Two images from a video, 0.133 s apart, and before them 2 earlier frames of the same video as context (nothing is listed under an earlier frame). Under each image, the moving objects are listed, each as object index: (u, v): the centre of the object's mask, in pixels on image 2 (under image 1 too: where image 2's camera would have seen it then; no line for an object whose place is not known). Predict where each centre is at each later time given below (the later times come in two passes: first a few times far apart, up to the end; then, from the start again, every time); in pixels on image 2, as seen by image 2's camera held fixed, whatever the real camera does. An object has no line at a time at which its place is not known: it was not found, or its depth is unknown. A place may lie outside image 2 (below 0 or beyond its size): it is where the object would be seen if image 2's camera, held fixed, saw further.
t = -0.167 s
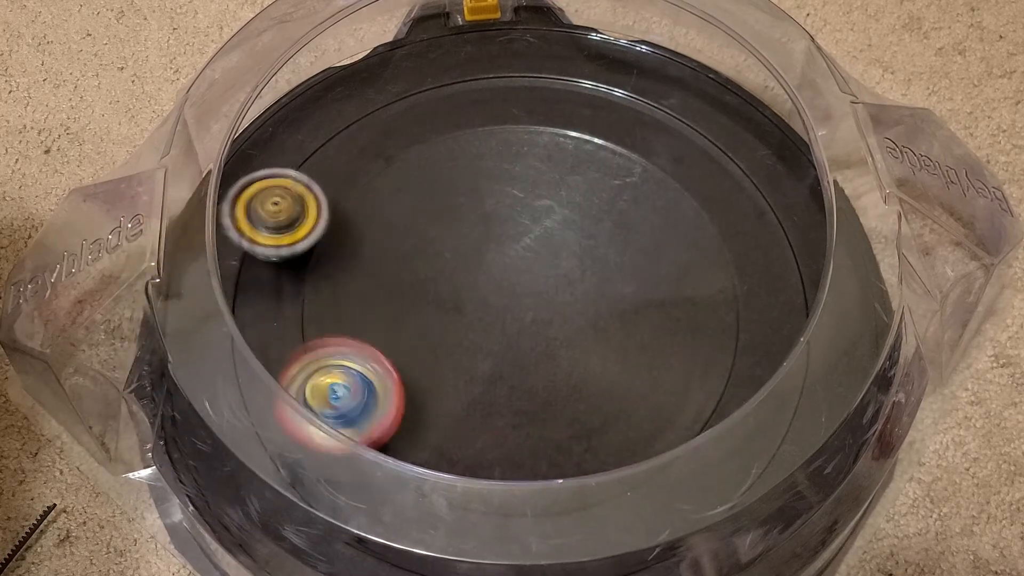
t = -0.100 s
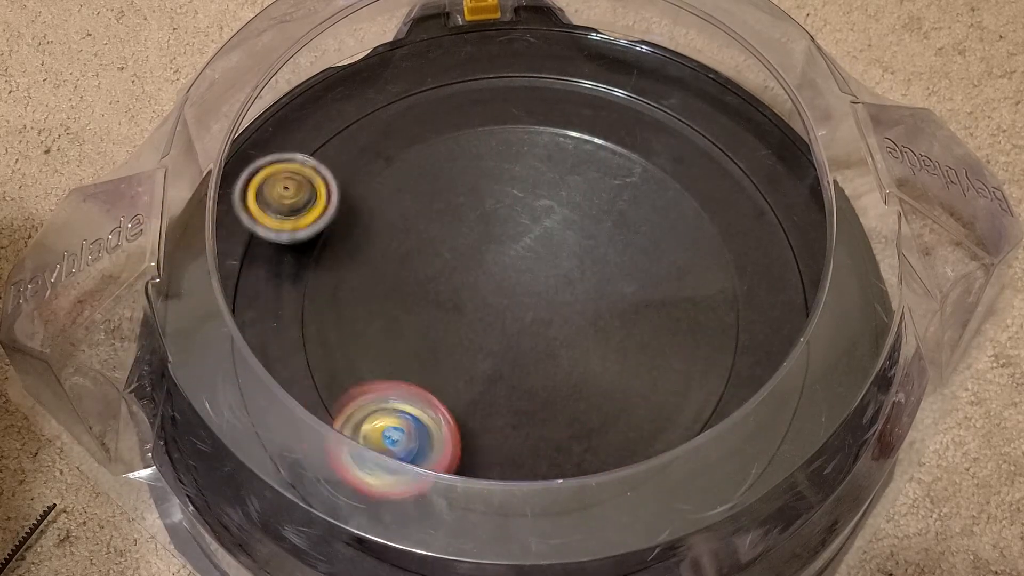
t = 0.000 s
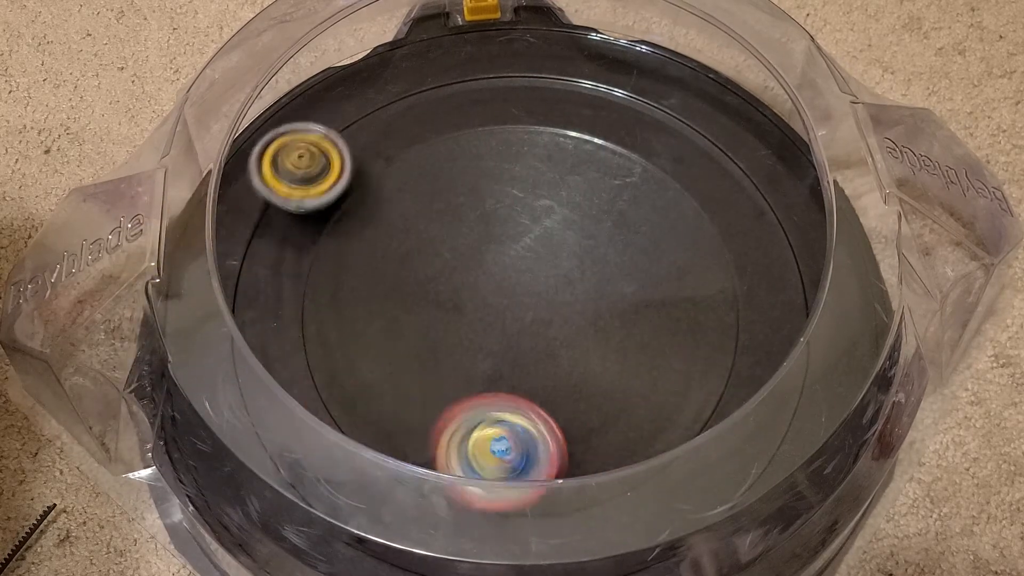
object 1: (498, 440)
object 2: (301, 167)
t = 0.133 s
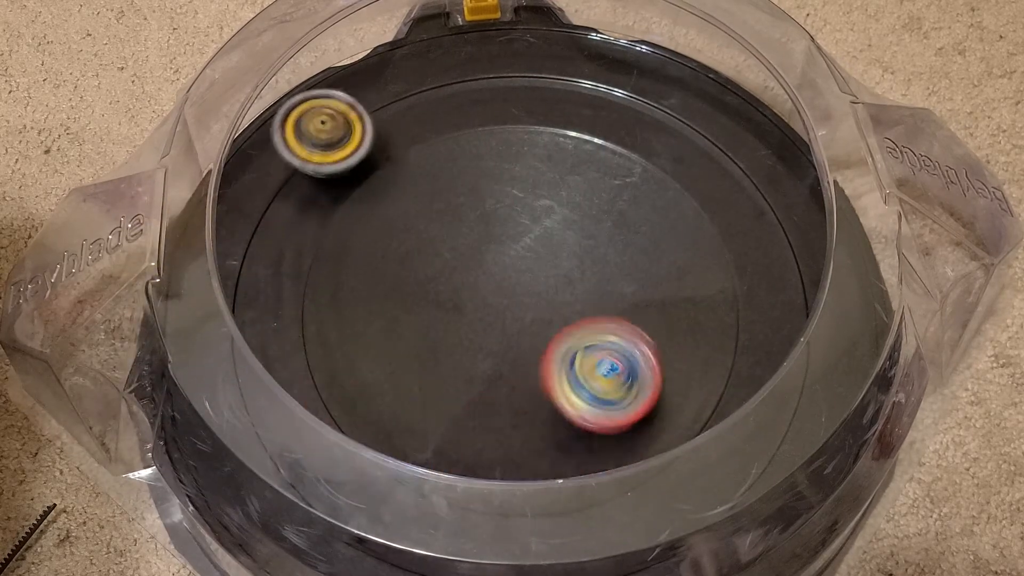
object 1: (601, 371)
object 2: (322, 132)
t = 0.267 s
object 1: (611, 257)
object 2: (357, 112)
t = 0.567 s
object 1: (454, 198)
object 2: (404, 49)
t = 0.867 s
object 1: (567, 376)
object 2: (447, 77)
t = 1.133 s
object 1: (667, 258)
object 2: (500, 156)
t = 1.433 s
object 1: (523, 324)
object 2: (356, 308)
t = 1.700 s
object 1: (594, 503)
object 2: (337, 319)
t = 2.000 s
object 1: (722, 517)
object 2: (398, 208)
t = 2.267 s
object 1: (716, 422)
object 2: (532, 252)
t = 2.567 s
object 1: (619, 328)
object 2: (501, 208)
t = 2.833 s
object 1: (532, 358)
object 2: (436, 168)
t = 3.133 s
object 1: (494, 380)
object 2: (548, 226)
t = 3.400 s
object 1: (494, 386)
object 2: (603, 214)
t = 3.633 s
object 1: (486, 351)
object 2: (577, 279)
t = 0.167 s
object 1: (613, 343)
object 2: (331, 130)
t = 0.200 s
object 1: (619, 315)
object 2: (339, 125)
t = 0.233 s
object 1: (618, 286)
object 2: (348, 119)
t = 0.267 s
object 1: (611, 257)
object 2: (357, 112)
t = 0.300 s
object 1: (599, 228)
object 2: (366, 106)
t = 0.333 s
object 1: (583, 205)
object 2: (375, 99)
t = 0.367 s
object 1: (564, 184)
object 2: (384, 93)
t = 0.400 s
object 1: (543, 167)
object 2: (393, 89)
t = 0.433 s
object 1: (520, 156)
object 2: (400, 87)
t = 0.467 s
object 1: (495, 146)
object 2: (408, 84)
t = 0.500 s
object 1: (476, 157)
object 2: (410, 69)
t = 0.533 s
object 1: (464, 172)
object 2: (406, 58)
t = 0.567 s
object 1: (454, 198)
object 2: (404, 49)
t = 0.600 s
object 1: (447, 223)
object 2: (403, 43)
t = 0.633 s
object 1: (443, 244)
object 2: (408, 50)
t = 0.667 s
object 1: (447, 275)
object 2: (414, 55)
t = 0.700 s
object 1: (456, 304)
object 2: (421, 57)
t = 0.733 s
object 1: (470, 328)
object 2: (429, 57)
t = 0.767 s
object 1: (490, 349)
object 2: (437, 57)
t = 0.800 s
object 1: (514, 364)
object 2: (443, 59)
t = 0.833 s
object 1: (540, 373)
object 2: (445, 67)
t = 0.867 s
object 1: (567, 376)
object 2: (447, 77)
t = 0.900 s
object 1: (594, 374)
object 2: (451, 85)
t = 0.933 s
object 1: (619, 366)
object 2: (457, 91)
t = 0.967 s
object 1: (641, 352)
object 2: (467, 96)
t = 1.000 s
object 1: (660, 339)
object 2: (477, 101)
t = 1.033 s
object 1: (672, 321)
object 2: (486, 108)
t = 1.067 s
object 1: (679, 301)
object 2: (493, 120)
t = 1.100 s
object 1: (677, 278)
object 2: (497, 137)
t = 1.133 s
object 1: (667, 258)
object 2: (500, 156)
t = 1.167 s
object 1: (649, 241)
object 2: (500, 178)
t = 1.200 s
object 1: (626, 230)
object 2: (499, 204)
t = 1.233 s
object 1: (601, 224)
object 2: (495, 226)
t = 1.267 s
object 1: (597, 236)
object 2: (461, 236)
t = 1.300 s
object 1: (589, 251)
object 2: (427, 246)
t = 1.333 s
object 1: (574, 270)
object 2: (398, 260)
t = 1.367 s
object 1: (556, 288)
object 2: (376, 276)
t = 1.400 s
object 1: (539, 307)
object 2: (361, 292)
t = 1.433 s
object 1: (523, 324)
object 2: (356, 308)
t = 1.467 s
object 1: (510, 340)
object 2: (356, 325)
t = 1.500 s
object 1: (502, 355)
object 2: (359, 341)
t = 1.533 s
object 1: (497, 369)
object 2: (366, 357)
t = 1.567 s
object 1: (494, 382)
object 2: (376, 372)
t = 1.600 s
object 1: (496, 394)
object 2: (389, 386)
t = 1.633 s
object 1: (518, 424)
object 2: (377, 370)
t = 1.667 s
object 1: (554, 456)
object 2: (352, 346)
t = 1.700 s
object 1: (594, 503)
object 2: (337, 319)
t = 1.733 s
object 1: (630, 532)
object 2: (327, 295)
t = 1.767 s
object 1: (650, 537)
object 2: (324, 273)
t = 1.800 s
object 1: (672, 541)
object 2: (326, 254)
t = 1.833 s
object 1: (687, 538)
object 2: (333, 237)
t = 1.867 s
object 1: (694, 535)
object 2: (342, 225)
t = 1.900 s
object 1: (710, 534)
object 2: (353, 217)
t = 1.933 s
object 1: (712, 529)
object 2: (365, 211)
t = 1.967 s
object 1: (720, 523)
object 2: (381, 208)
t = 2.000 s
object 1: (722, 517)
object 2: (398, 208)
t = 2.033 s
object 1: (727, 507)
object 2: (416, 209)
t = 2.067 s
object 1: (727, 498)
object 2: (435, 213)
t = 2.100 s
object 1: (727, 483)
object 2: (453, 218)
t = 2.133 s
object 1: (727, 468)
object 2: (471, 225)
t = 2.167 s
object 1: (722, 455)
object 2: (489, 233)
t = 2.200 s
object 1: (720, 444)
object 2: (506, 240)
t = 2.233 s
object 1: (718, 433)
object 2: (520, 248)
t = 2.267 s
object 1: (716, 422)
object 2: (532, 252)
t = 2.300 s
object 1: (715, 412)
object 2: (541, 254)
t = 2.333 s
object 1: (710, 402)
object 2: (547, 253)
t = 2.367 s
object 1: (699, 381)
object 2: (551, 252)
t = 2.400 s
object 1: (692, 369)
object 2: (553, 251)
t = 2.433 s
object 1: (680, 352)
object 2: (553, 251)
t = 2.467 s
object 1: (662, 332)
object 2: (553, 252)
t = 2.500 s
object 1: (637, 313)
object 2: (551, 254)
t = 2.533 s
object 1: (627, 316)
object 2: (530, 234)
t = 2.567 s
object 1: (619, 328)
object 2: (501, 208)
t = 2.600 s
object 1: (606, 340)
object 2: (476, 184)
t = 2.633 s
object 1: (593, 349)
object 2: (456, 167)
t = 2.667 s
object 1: (578, 358)
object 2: (443, 156)
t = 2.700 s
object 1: (564, 363)
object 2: (435, 150)
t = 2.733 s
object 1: (553, 365)
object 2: (431, 150)
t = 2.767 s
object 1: (543, 365)
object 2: (430, 153)
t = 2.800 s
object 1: (536, 363)
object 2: (432, 159)
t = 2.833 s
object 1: (532, 358)
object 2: (436, 168)
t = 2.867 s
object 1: (530, 354)
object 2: (442, 179)
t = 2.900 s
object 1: (528, 350)
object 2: (449, 191)
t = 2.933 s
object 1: (527, 347)
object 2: (457, 204)
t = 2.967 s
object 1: (526, 344)
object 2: (466, 218)
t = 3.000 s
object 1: (523, 342)
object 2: (476, 233)
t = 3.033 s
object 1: (519, 339)
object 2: (488, 247)
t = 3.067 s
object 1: (508, 340)
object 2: (503, 255)
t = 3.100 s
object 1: (502, 358)
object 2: (526, 241)
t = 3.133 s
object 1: (494, 380)
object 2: (548, 226)
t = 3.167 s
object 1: (491, 391)
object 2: (565, 215)
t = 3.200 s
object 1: (491, 401)
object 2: (579, 209)
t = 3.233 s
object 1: (491, 406)
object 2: (589, 206)
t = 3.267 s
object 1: (491, 408)
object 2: (596, 205)
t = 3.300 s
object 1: (491, 405)
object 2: (600, 204)
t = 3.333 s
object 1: (493, 400)
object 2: (603, 206)
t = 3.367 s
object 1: (494, 394)
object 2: (604, 209)
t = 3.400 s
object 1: (494, 386)
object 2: (603, 214)
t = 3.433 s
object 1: (493, 377)
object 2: (600, 222)
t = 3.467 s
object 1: (494, 369)
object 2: (596, 232)
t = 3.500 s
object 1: (497, 361)
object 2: (590, 243)
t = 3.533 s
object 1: (500, 354)
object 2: (583, 255)
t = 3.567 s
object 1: (502, 347)
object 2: (574, 269)
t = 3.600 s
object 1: (495, 349)
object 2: (575, 275)
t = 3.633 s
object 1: (486, 351)
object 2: (577, 279)
